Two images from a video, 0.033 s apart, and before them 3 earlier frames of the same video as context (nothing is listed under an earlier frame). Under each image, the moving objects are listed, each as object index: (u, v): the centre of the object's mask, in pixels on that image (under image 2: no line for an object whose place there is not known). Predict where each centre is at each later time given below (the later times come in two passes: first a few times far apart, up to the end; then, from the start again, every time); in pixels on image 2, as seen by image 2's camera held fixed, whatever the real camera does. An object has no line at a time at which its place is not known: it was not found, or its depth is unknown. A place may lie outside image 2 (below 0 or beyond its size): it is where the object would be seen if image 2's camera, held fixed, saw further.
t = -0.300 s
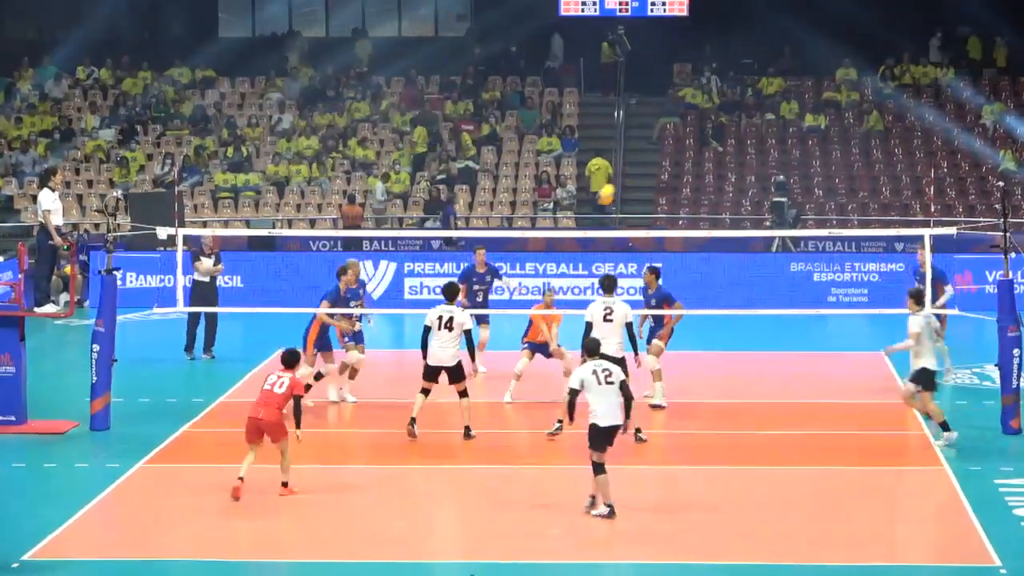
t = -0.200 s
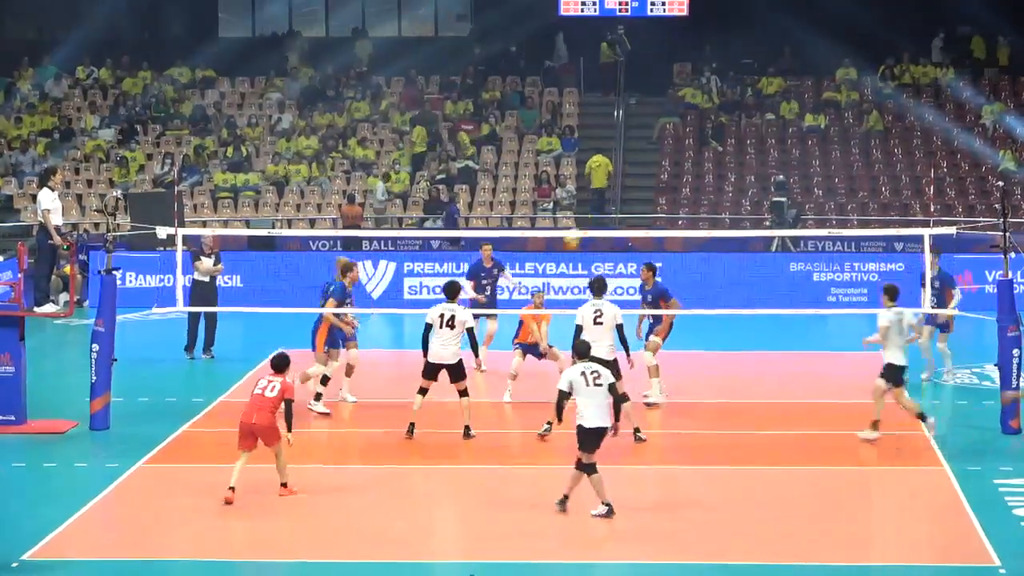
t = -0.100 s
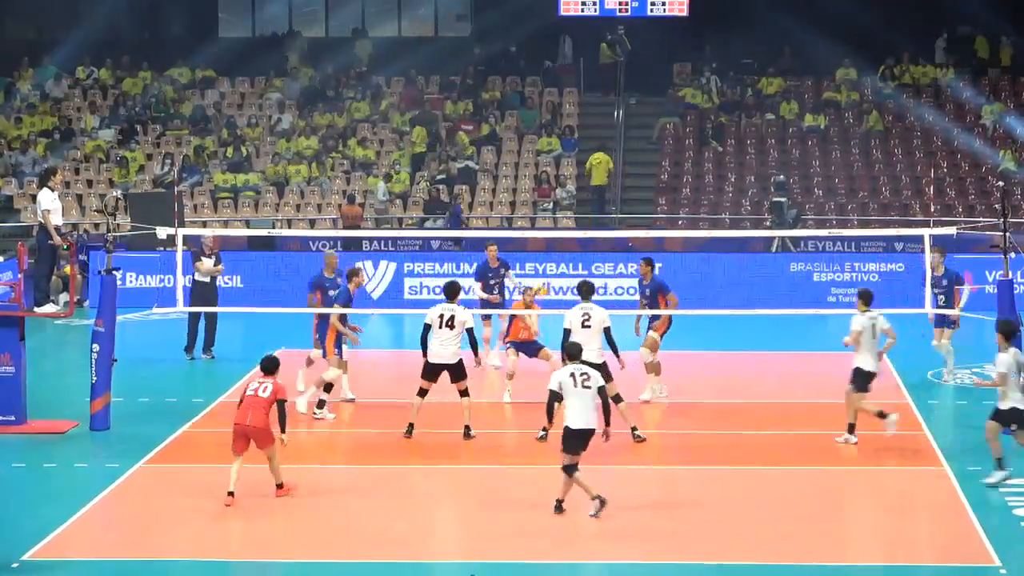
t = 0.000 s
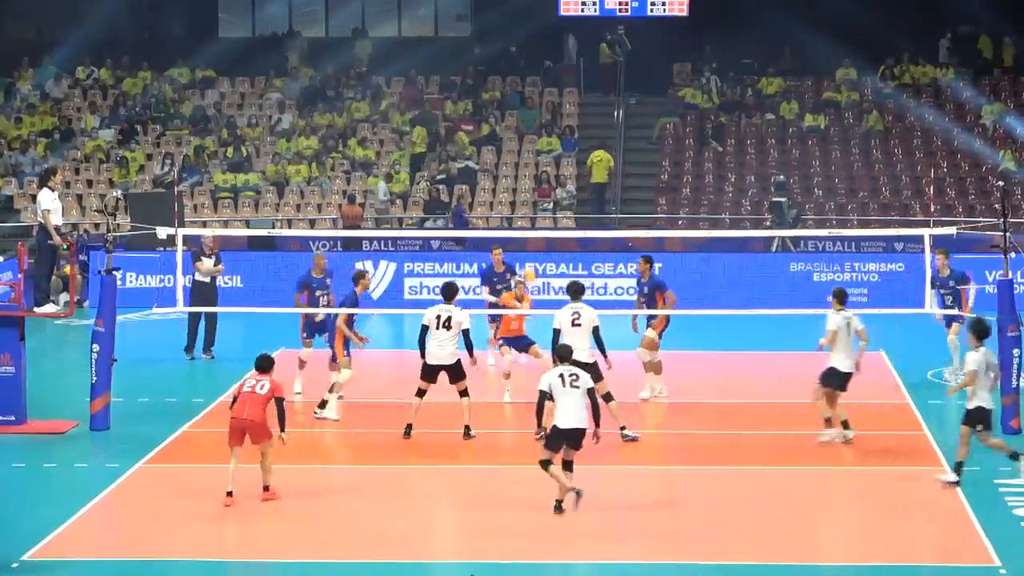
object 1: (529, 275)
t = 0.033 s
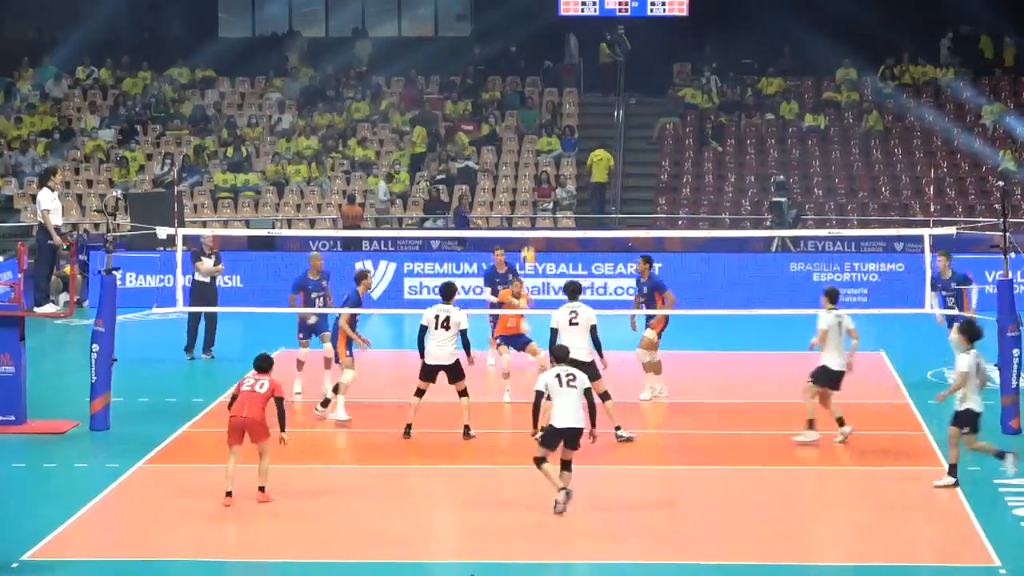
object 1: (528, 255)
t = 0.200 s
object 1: (528, 182)
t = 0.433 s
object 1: (527, 113)
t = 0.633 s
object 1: (525, 88)
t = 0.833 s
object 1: (524, 94)
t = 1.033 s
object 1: (523, 130)
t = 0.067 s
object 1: (528, 242)
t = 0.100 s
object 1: (527, 223)
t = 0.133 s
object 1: (528, 209)
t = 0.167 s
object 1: (529, 195)
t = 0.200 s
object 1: (528, 182)
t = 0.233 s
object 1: (529, 170)
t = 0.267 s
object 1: (528, 157)
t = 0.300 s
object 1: (528, 146)
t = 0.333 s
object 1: (528, 137)
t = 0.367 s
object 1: (527, 128)
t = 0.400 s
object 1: (527, 120)
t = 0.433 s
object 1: (527, 113)
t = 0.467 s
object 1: (527, 107)
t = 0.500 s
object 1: (526, 101)
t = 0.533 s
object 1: (526, 97)
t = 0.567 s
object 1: (526, 93)
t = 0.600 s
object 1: (526, 90)
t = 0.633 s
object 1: (525, 88)
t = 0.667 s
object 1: (525, 87)
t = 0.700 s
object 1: (525, 87)
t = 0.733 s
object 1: (525, 87)
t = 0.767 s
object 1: (525, 89)
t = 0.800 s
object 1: (525, 91)
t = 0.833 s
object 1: (524, 94)
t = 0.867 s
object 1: (524, 97)
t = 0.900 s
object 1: (524, 103)
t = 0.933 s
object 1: (524, 108)
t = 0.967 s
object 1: (523, 115)
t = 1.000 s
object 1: (523, 122)
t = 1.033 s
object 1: (523, 130)
